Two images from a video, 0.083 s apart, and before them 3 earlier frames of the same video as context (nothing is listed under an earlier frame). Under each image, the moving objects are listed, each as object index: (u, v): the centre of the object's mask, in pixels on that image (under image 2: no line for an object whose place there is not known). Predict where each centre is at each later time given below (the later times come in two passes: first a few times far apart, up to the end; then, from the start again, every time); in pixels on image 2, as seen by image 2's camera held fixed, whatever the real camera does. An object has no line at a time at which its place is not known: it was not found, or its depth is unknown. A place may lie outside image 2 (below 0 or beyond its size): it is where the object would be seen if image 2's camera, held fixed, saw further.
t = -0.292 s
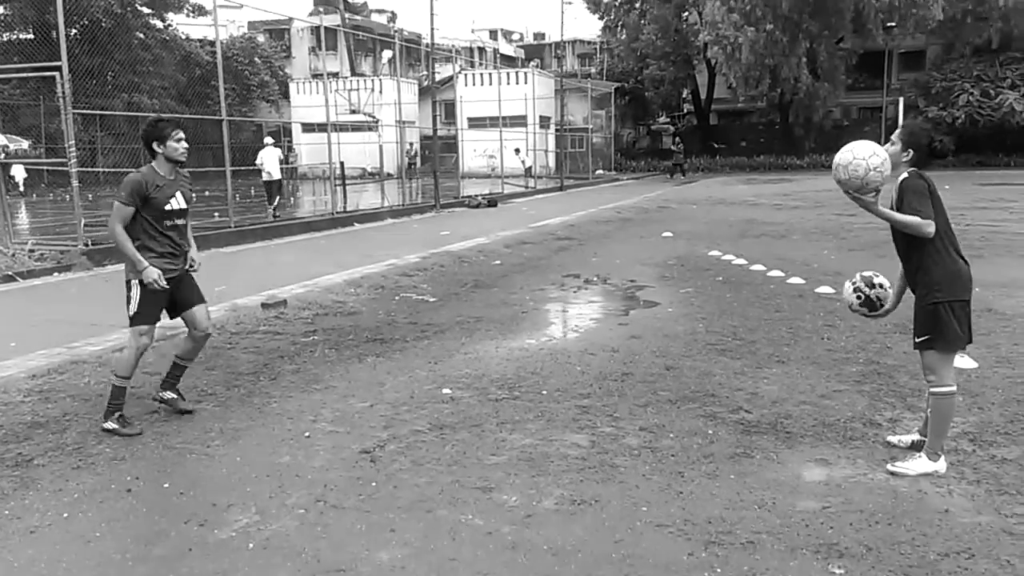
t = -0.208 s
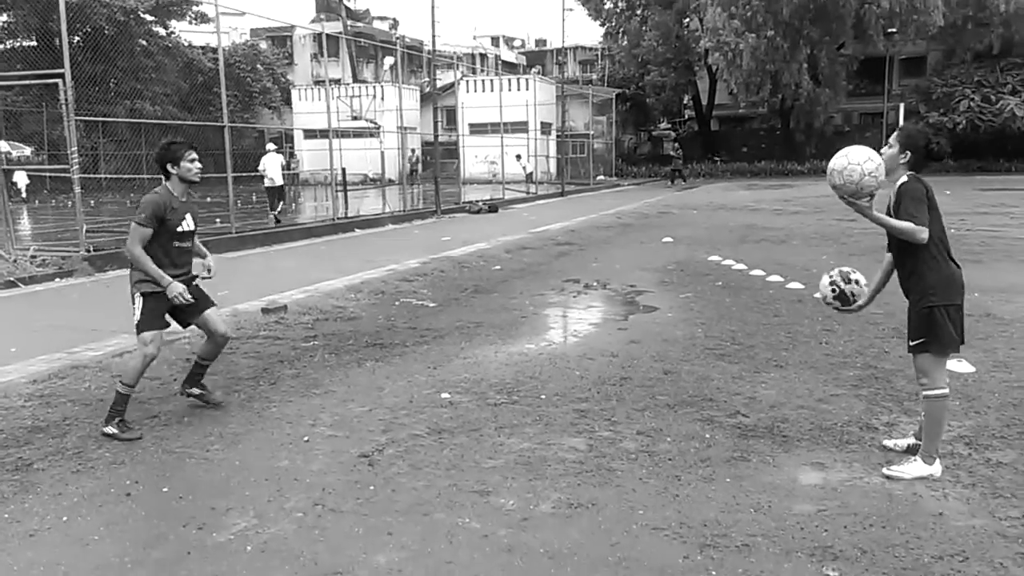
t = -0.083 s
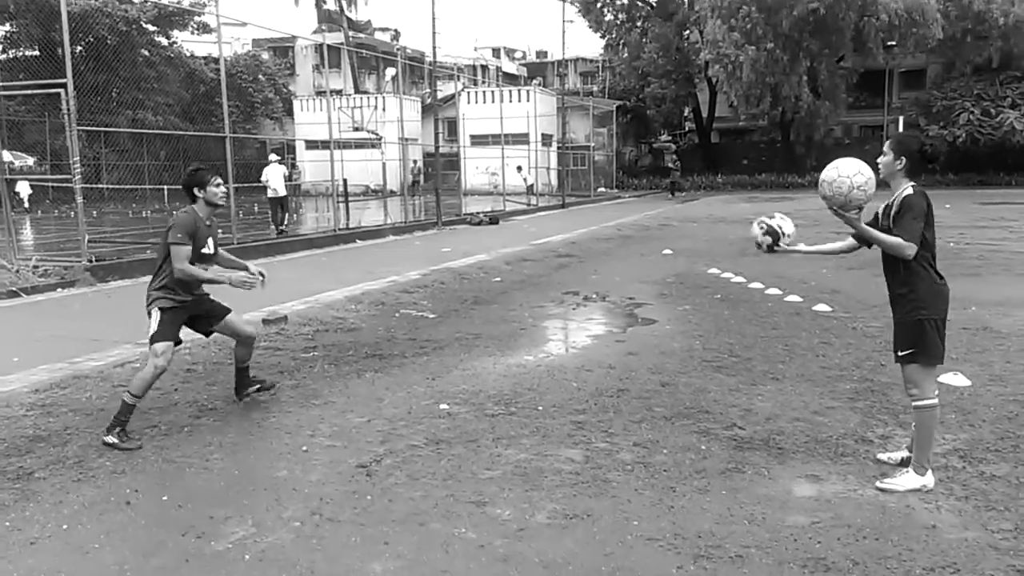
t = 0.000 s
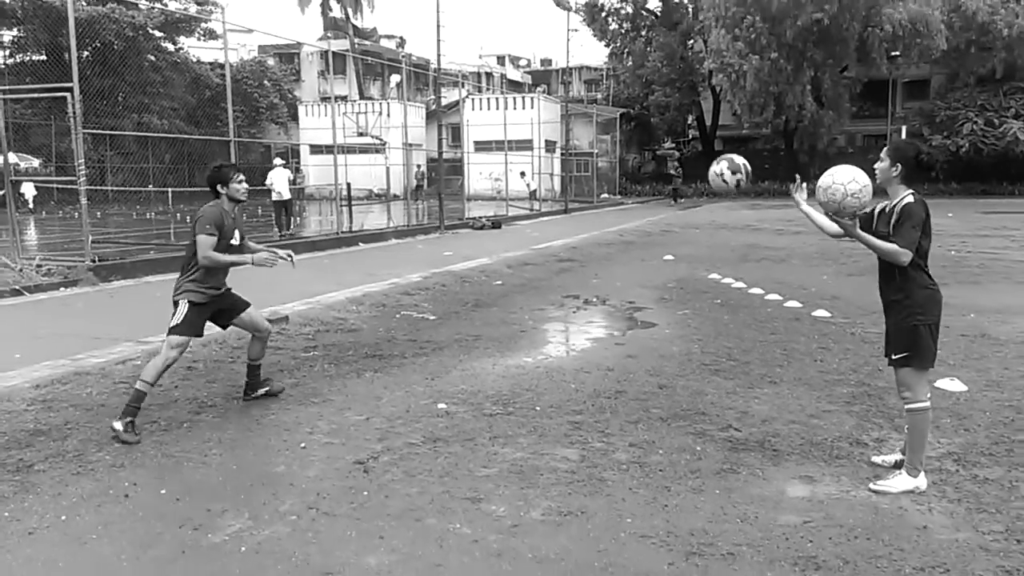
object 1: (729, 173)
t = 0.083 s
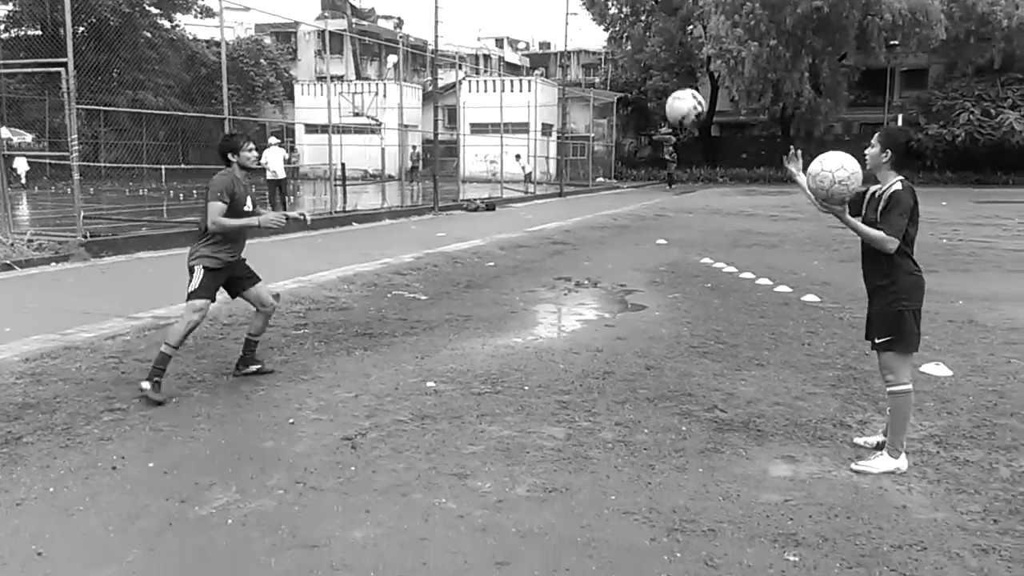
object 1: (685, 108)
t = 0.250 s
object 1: (613, 45)
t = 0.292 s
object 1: (595, 37)
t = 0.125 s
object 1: (666, 86)
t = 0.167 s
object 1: (647, 67)
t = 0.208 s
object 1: (629, 54)
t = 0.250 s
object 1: (613, 45)
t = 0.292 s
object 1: (595, 37)
